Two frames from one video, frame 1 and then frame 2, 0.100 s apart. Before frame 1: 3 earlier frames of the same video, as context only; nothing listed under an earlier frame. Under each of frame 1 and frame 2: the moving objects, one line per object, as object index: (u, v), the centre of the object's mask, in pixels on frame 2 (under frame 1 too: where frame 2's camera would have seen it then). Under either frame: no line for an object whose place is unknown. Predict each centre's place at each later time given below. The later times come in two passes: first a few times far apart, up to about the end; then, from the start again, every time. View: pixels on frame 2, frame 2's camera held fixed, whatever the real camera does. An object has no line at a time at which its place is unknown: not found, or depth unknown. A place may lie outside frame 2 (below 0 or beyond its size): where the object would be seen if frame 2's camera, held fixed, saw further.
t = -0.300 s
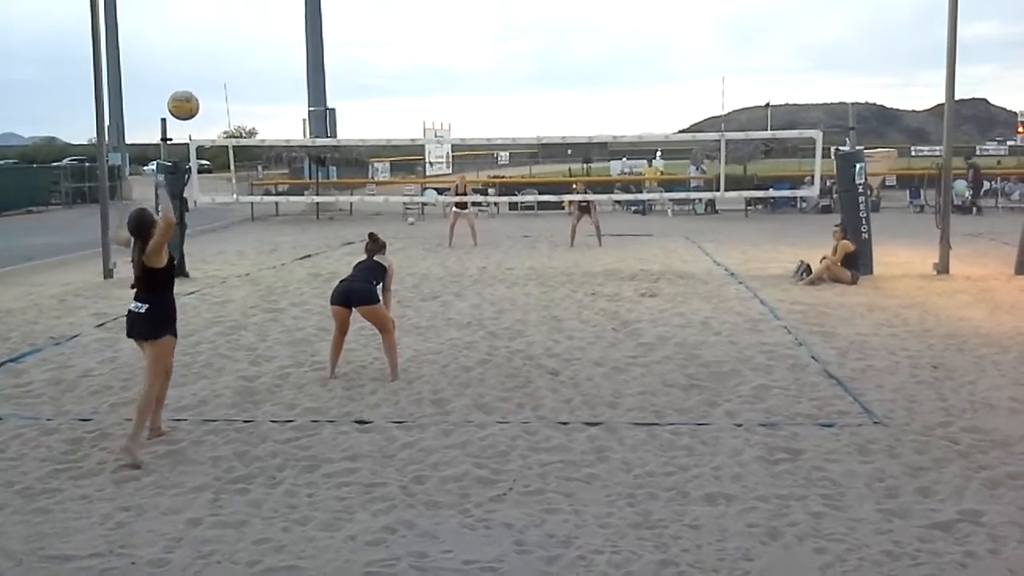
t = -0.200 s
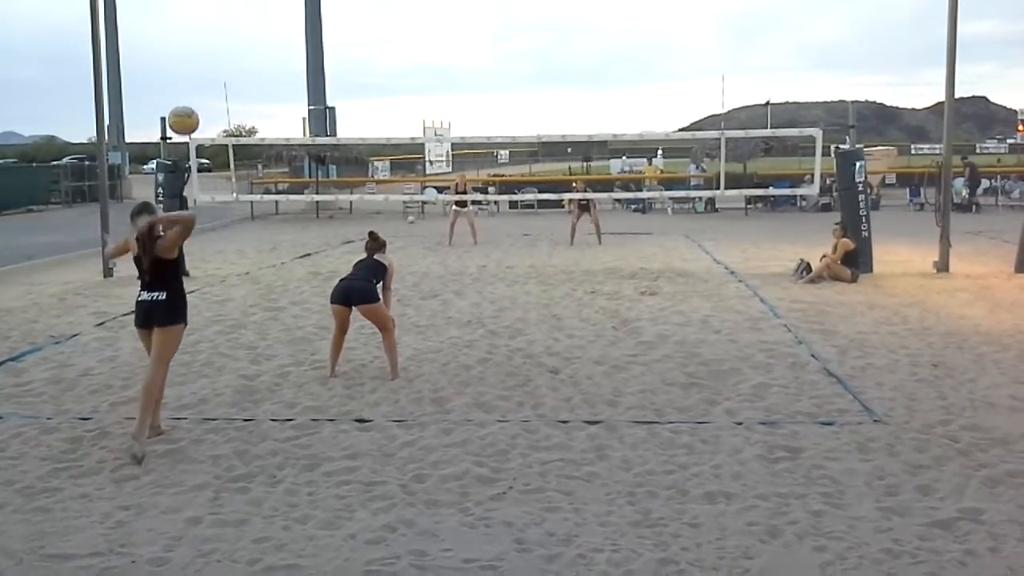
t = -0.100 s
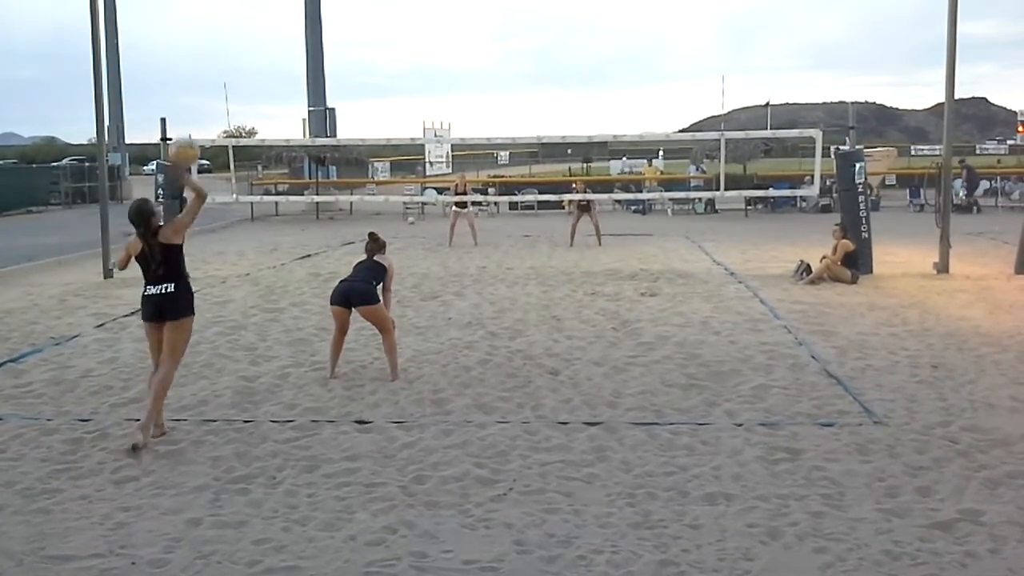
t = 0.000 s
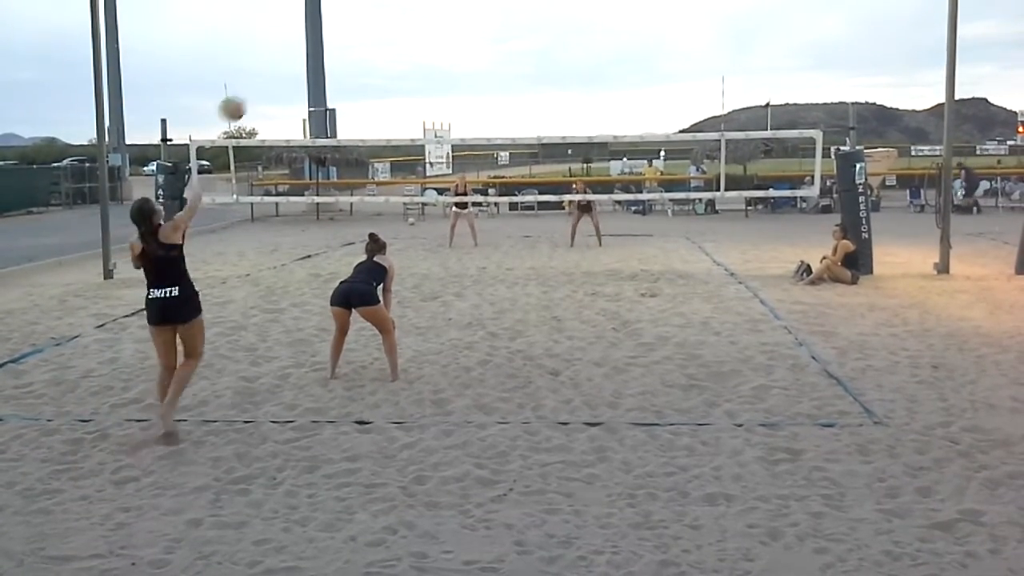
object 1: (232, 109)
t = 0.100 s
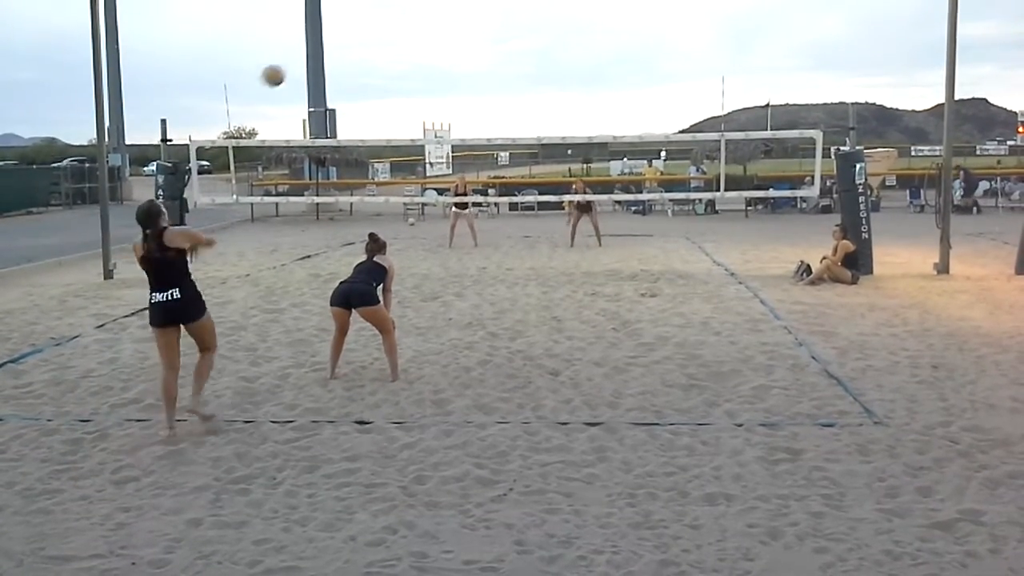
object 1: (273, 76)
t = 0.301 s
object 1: (329, 51)
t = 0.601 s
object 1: (382, 76)
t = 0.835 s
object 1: (406, 122)
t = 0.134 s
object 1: (284, 68)
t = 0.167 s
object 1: (294, 62)
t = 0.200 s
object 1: (305, 58)
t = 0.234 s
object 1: (312, 54)
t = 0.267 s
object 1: (320, 53)
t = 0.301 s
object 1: (329, 51)
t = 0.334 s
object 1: (337, 51)
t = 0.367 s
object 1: (343, 52)
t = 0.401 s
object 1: (350, 54)
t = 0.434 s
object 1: (356, 56)
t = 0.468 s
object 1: (362, 59)
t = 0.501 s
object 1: (367, 63)
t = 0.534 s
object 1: (373, 67)
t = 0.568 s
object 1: (378, 71)
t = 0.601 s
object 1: (382, 76)
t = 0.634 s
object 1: (387, 82)
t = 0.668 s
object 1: (390, 88)
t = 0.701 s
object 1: (394, 94)
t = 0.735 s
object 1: (397, 101)
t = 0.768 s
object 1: (401, 108)
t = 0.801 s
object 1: (403, 114)
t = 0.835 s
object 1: (406, 122)
